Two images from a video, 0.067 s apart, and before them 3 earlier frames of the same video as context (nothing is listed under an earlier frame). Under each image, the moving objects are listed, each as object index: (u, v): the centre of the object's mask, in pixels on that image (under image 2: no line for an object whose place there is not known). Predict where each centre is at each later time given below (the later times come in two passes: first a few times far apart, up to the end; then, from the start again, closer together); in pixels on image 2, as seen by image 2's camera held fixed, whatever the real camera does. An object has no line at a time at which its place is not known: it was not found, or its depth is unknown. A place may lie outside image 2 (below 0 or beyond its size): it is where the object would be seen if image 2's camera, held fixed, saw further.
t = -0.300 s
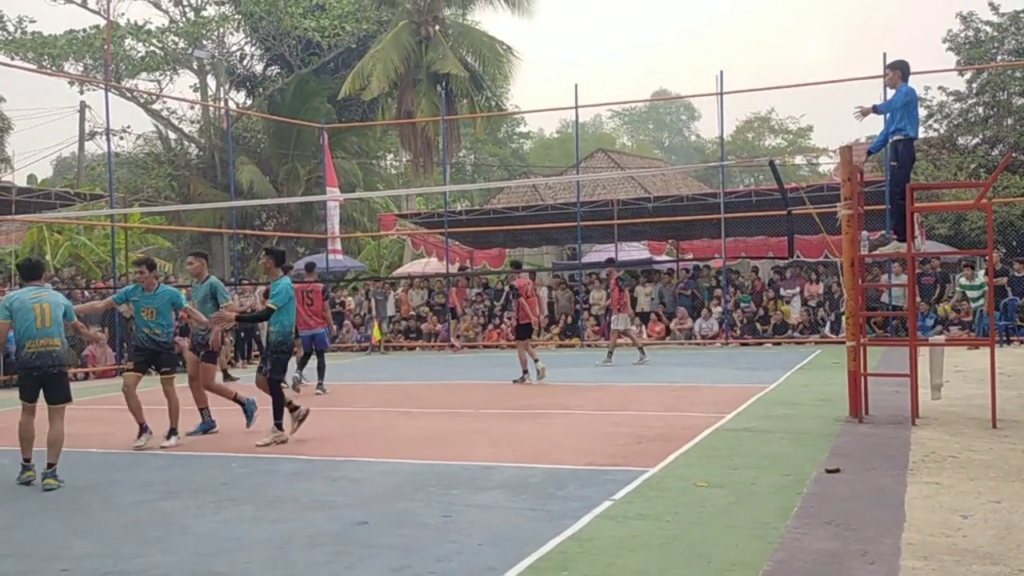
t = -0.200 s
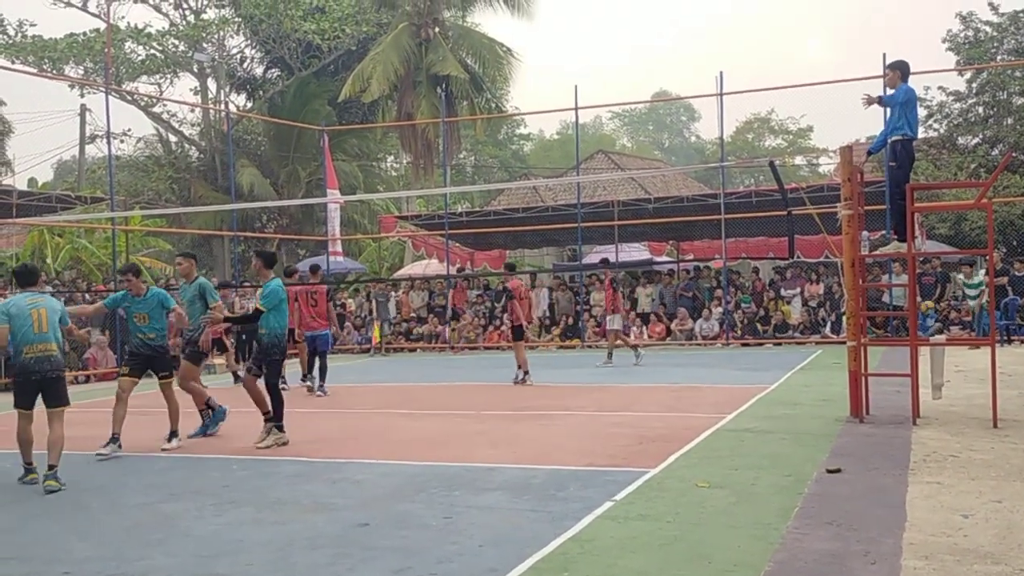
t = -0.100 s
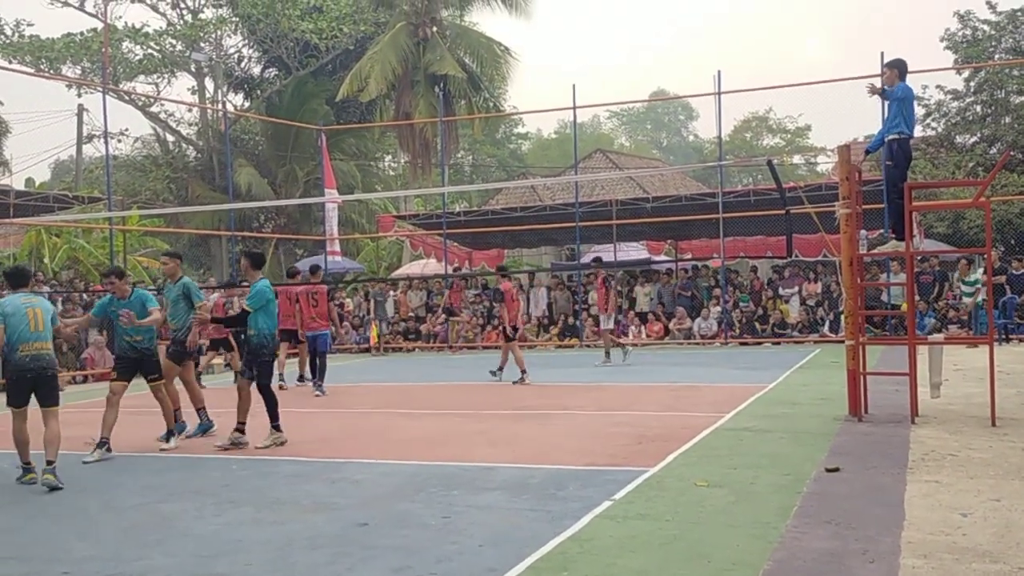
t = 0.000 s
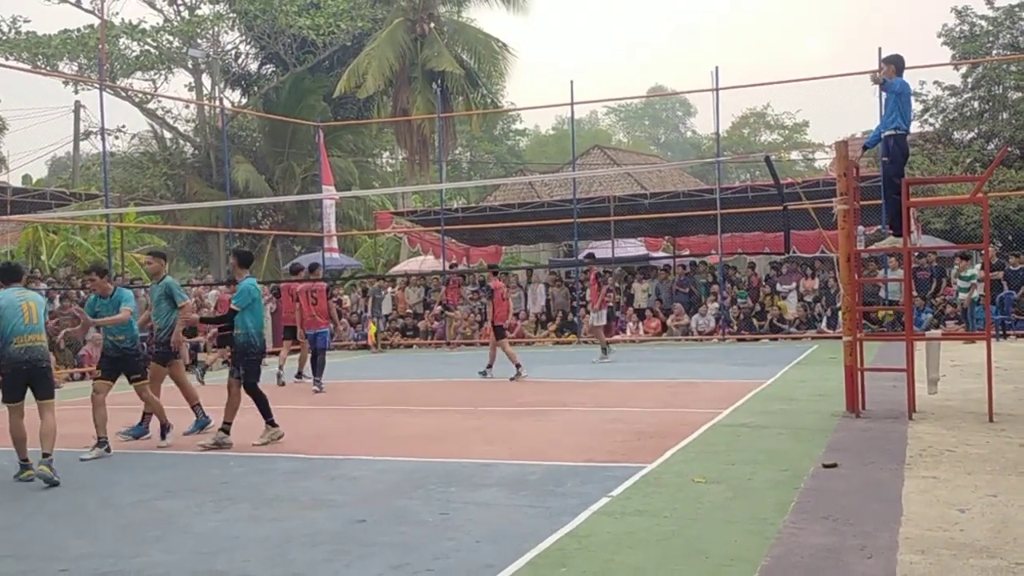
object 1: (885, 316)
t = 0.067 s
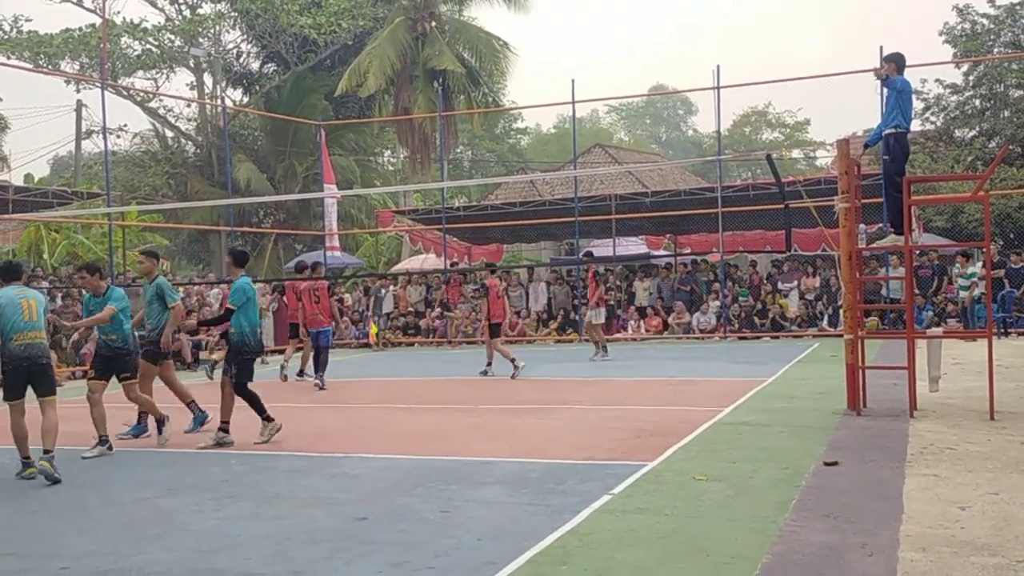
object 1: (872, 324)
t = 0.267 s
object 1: (827, 349)
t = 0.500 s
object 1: (777, 340)
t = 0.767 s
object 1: (712, 377)
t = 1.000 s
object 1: (644, 362)
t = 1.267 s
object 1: (555, 408)
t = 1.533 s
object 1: (444, 407)
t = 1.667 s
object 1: (380, 443)
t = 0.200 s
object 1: (839, 357)
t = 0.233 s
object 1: (835, 353)
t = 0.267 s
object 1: (827, 349)
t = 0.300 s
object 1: (820, 345)
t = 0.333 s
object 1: (813, 341)
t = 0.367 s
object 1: (807, 339)
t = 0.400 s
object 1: (799, 338)
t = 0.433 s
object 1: (792, 337)
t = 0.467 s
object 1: (785, 338)
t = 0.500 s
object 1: (777, 340)
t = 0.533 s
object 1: (770, 342)
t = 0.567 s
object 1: (761, 346)
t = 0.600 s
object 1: (754, 350)
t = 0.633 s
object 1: (746, 356)
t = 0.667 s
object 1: (738, 363)
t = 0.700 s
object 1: (730, 372)
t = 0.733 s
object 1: (721, 380)
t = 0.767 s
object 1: (712, 377)
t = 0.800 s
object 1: (703, 372)
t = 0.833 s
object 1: (694, 367)
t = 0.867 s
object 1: (684, 365)
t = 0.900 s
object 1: (674, 362)
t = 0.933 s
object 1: (665, 361)
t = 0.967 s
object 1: (654, 361)
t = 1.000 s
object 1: (644, 362)
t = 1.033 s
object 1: (634, 365)
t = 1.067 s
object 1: (623, 367)
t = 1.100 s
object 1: (612, 372)
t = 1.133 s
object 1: (601, 378)
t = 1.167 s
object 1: (590, 385)
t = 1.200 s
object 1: (579, 395)
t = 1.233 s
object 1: (567, 404)
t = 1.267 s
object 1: (555, 408)
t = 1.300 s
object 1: (543, 403)
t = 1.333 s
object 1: (529, 401)
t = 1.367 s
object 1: (516, 399)
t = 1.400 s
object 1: (502, 397)
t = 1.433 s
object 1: (488, 398)
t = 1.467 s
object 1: (474, 400)
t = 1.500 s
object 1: (459, 403)
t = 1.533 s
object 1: (444, 407)
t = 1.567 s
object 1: (429, 413)
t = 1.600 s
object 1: (413, 422)
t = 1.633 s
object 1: (397, 431)
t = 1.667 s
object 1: (380, 443)
